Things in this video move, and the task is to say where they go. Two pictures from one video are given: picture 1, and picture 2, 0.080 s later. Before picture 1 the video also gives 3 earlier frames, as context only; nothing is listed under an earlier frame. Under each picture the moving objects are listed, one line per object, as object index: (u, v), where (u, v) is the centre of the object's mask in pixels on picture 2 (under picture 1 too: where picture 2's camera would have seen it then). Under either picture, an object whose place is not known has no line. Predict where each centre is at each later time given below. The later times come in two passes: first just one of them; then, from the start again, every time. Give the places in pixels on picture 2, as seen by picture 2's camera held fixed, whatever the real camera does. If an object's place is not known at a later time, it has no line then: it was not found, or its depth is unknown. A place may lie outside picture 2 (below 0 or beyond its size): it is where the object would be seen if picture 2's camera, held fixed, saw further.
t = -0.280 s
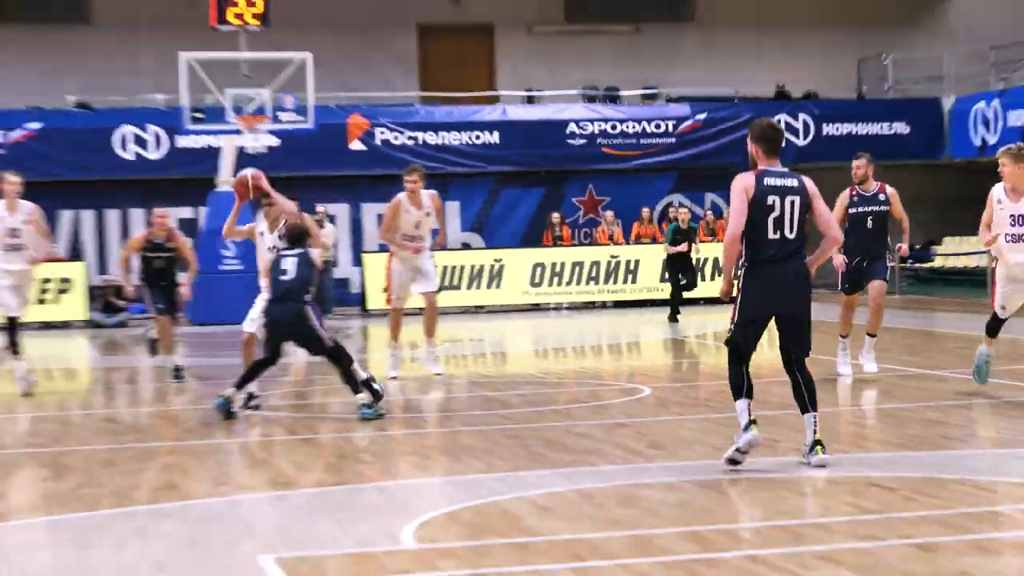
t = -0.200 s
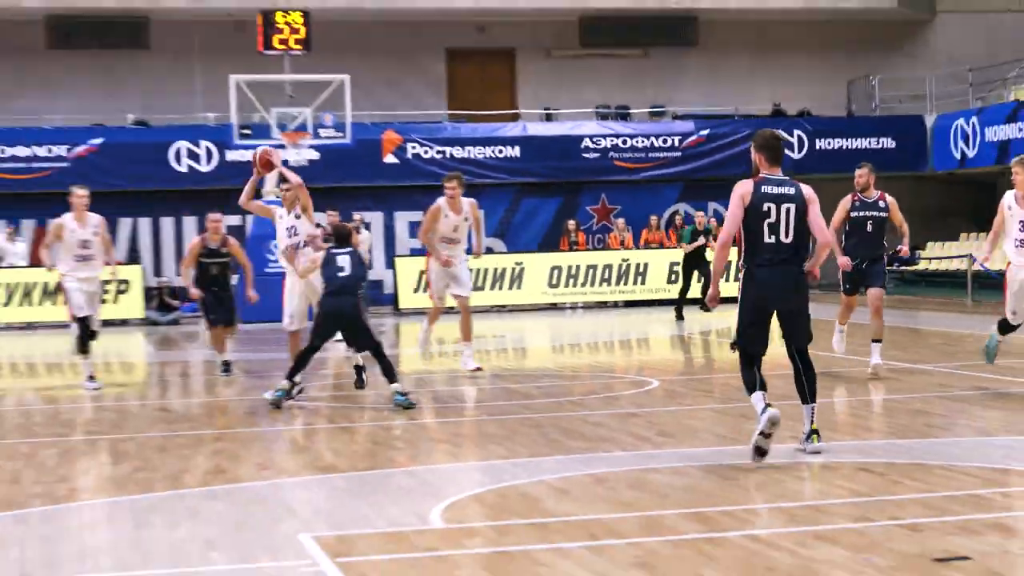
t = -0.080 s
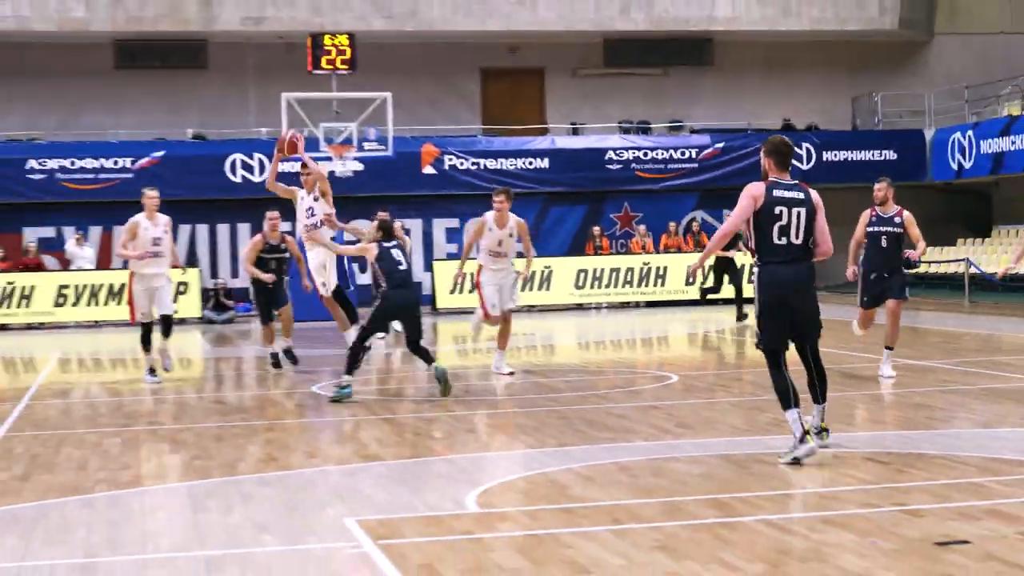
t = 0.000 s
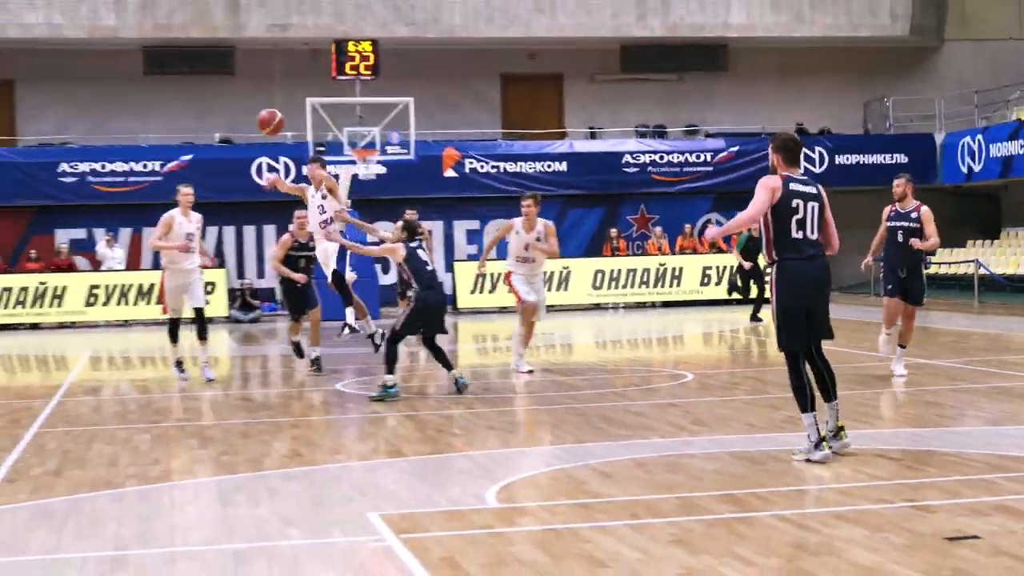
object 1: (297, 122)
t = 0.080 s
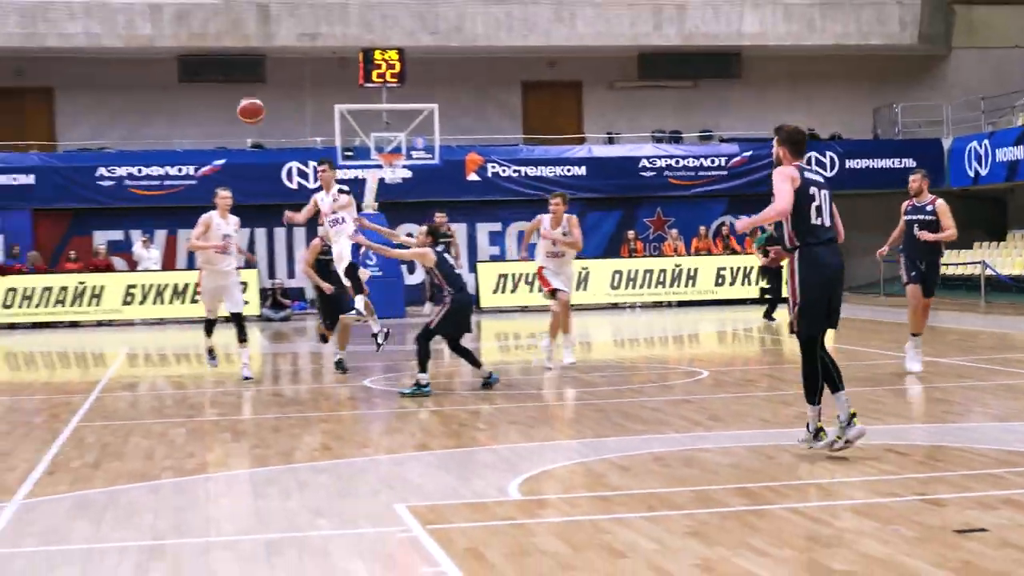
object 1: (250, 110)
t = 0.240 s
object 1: (136, 99)
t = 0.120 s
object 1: (224, 106)
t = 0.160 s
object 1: (196, 102)
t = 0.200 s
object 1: (167, 100)
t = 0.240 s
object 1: (136, 99)
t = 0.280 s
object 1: (104, 101)
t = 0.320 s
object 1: (69, 104)
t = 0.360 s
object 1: (31, 108)
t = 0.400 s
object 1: (-8, 117)
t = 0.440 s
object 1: (-50, 126)
